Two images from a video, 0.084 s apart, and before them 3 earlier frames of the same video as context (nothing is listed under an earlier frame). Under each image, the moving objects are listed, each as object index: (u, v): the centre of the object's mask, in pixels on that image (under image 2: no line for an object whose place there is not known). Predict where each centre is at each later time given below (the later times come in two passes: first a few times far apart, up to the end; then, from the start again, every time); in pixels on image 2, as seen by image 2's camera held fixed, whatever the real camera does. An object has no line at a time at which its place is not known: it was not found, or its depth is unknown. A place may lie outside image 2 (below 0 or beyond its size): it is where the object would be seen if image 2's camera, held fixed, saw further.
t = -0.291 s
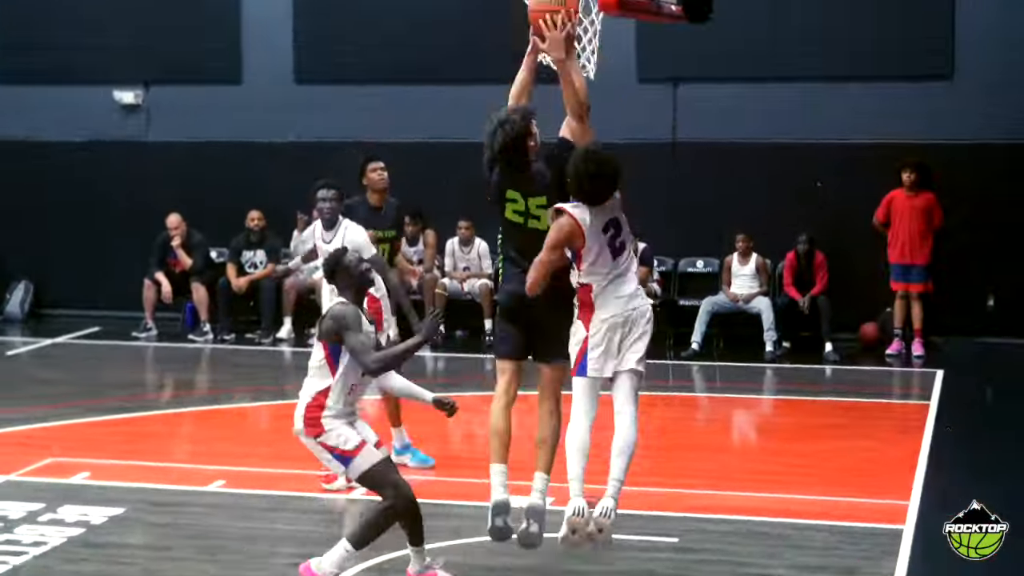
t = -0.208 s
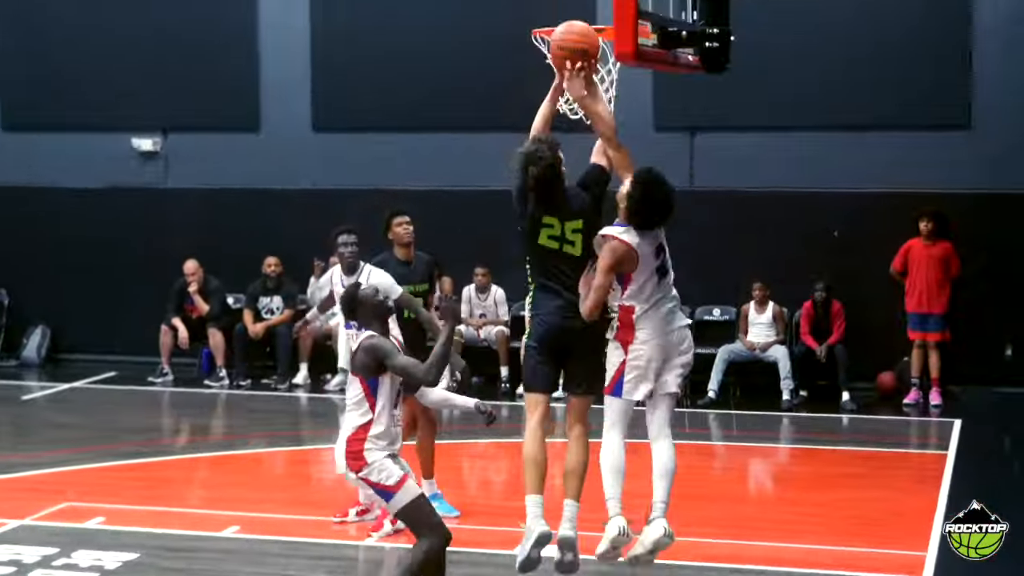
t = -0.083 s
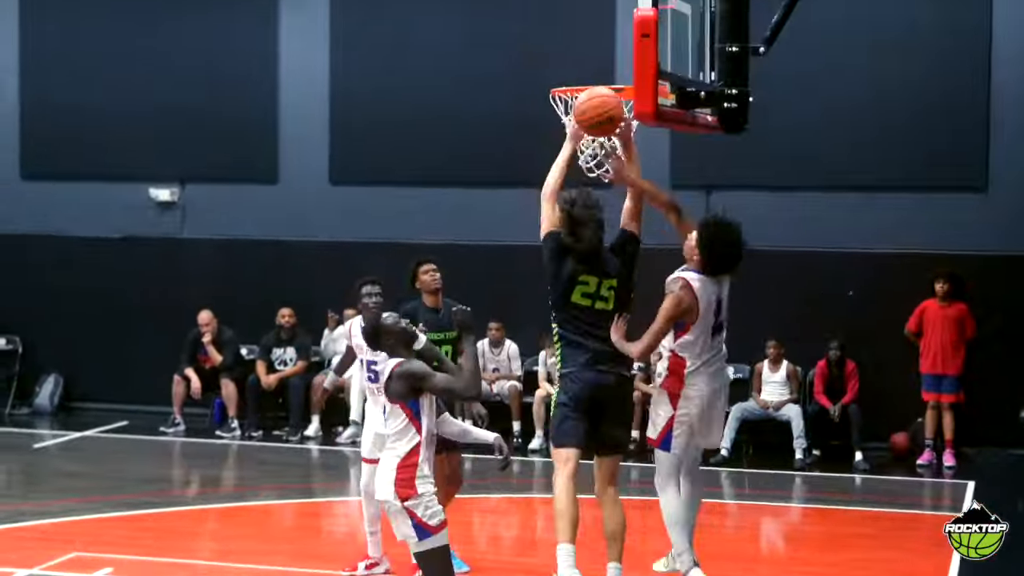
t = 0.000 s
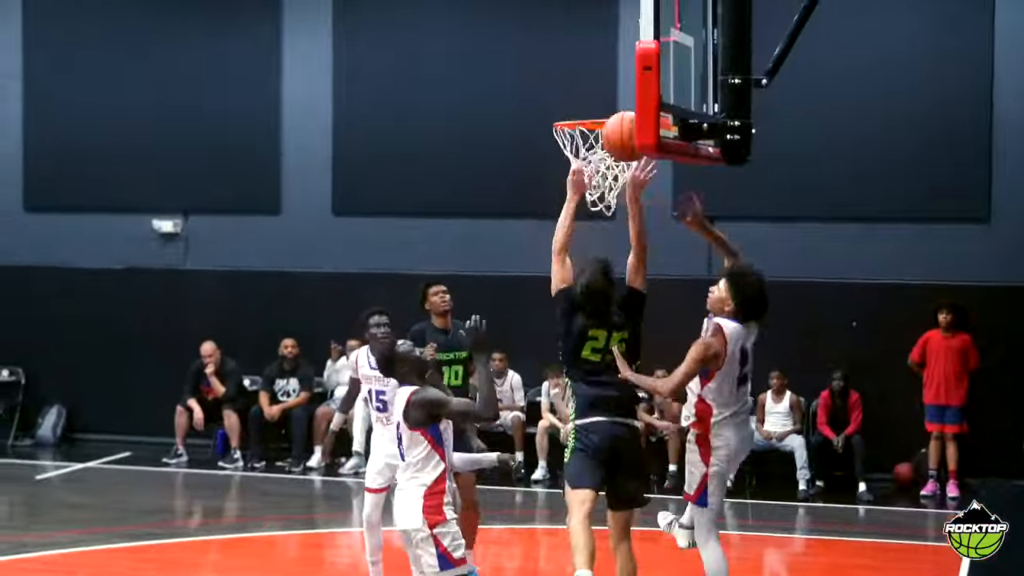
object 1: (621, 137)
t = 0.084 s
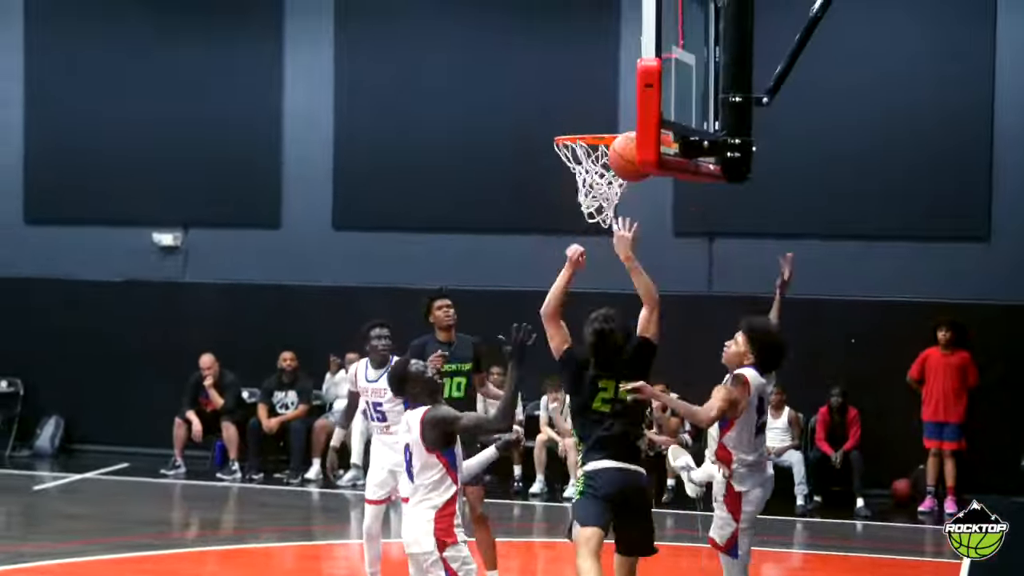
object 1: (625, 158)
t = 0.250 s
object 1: (589, 197)
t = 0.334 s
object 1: (565, 235)
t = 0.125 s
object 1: (620, 162)
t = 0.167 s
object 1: (611, 169)
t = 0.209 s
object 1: (600, 183)
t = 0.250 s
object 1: (589, 197)
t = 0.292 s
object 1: (577, 214)
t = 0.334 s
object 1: (565, 235)
